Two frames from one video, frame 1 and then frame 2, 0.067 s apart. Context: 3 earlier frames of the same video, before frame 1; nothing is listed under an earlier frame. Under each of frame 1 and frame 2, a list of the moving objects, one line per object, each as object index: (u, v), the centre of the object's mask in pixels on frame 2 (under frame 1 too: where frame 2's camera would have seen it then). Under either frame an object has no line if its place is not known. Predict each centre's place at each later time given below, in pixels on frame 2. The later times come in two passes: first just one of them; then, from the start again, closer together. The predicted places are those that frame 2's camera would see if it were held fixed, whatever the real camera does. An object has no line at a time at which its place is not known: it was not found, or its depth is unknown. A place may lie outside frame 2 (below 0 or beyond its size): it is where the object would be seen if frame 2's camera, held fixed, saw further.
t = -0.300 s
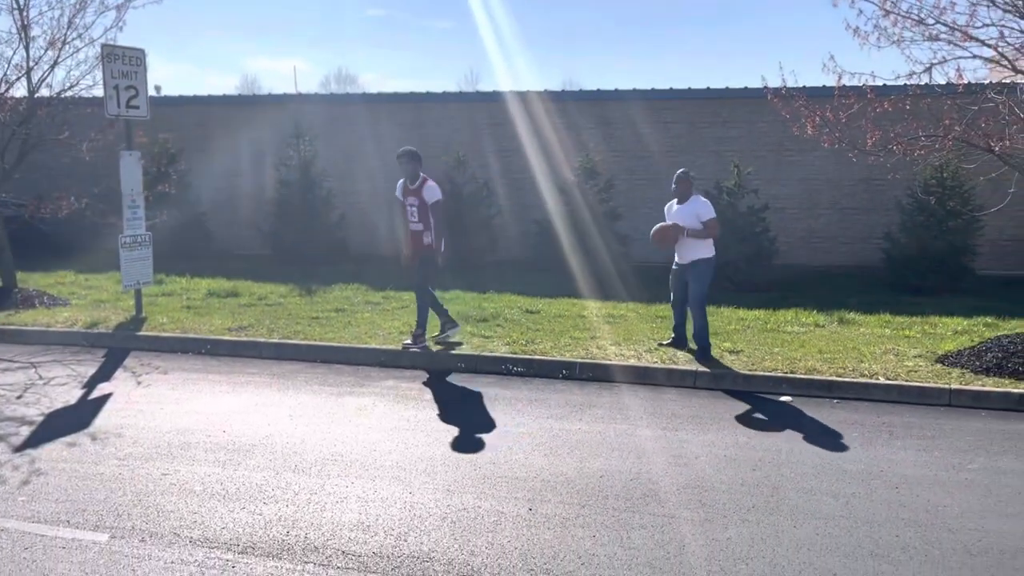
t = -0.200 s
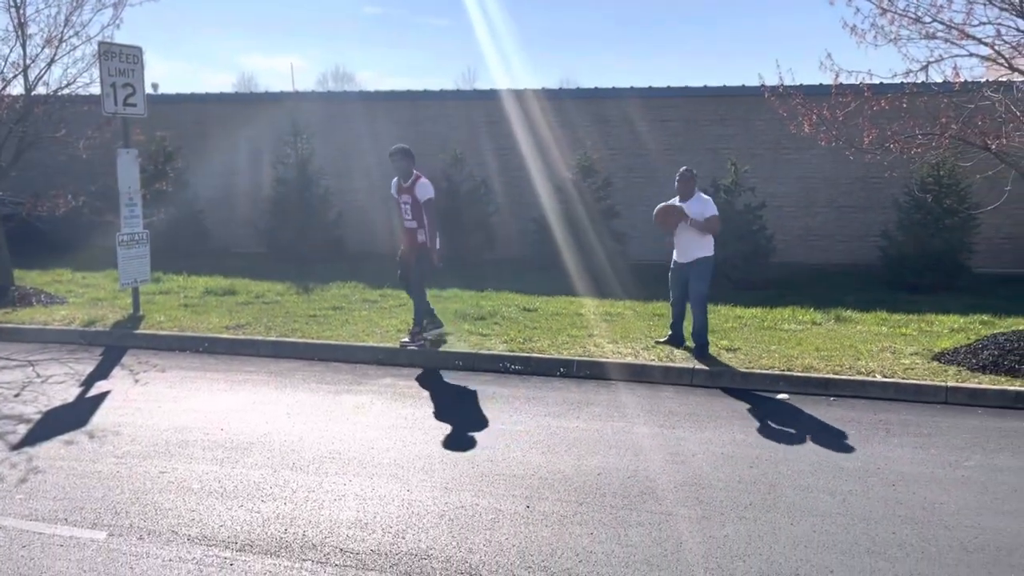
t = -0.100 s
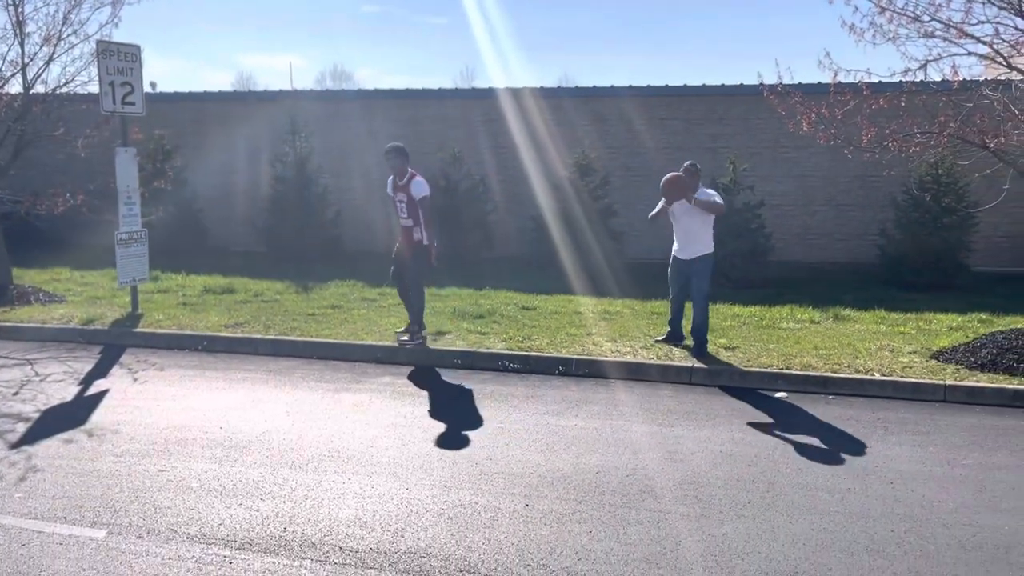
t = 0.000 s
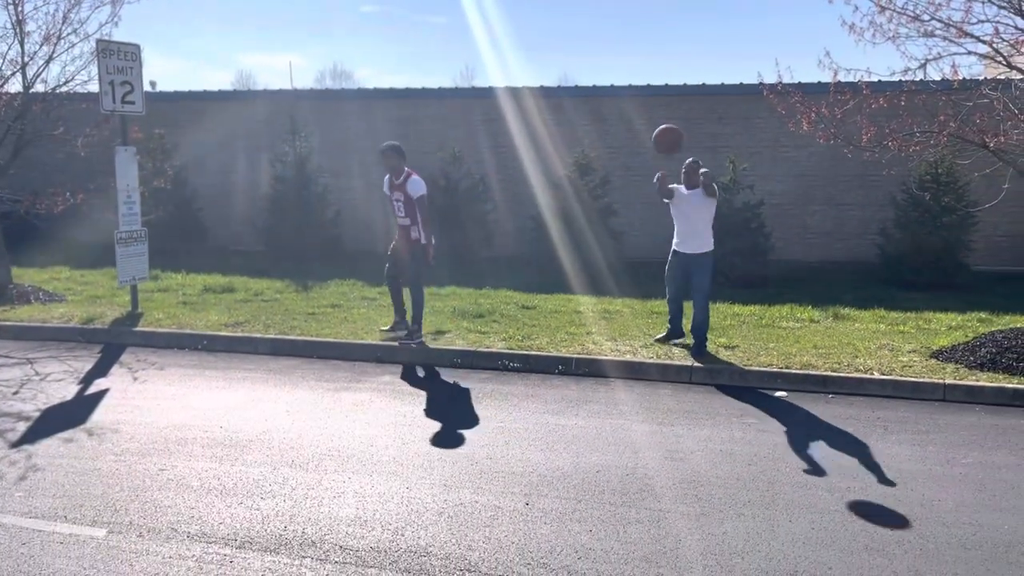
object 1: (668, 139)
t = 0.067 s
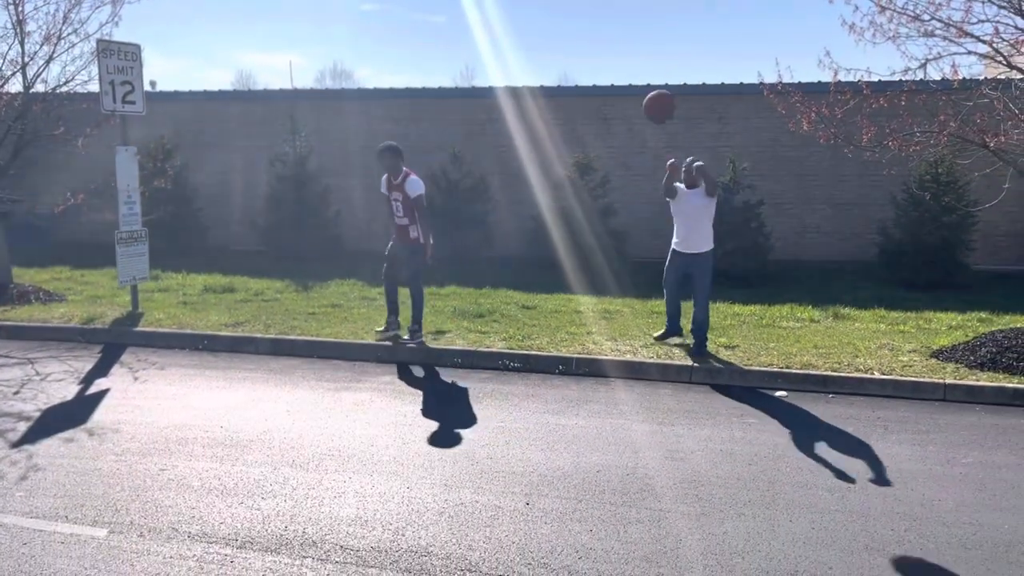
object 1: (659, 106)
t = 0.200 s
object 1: (638, 48)
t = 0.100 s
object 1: (655, 91)
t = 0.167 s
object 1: (644, 62)
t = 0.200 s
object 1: (638, 48)
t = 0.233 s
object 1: (632, 35)
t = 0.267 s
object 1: (625, 23)
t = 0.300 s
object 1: (618, 16)
